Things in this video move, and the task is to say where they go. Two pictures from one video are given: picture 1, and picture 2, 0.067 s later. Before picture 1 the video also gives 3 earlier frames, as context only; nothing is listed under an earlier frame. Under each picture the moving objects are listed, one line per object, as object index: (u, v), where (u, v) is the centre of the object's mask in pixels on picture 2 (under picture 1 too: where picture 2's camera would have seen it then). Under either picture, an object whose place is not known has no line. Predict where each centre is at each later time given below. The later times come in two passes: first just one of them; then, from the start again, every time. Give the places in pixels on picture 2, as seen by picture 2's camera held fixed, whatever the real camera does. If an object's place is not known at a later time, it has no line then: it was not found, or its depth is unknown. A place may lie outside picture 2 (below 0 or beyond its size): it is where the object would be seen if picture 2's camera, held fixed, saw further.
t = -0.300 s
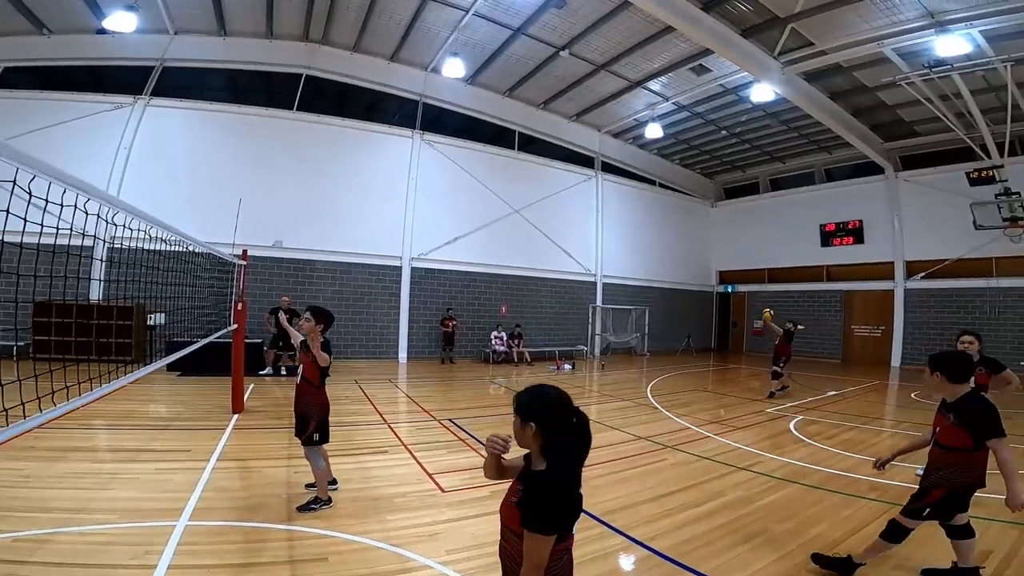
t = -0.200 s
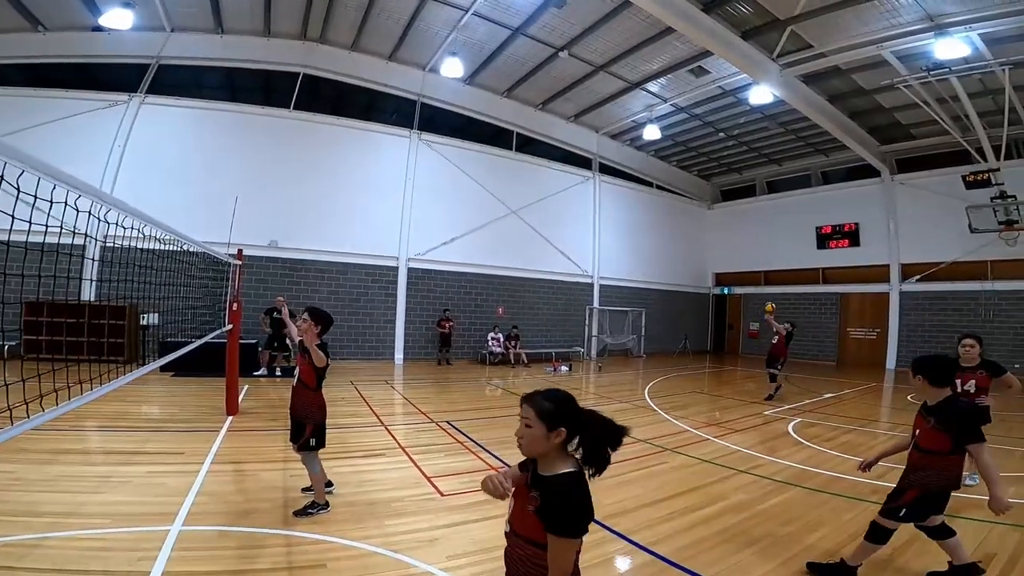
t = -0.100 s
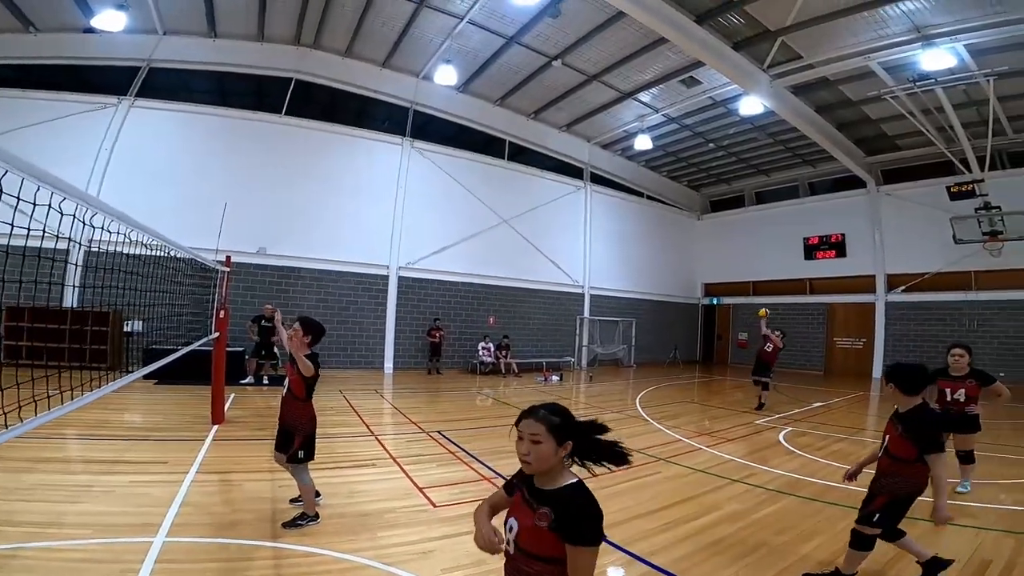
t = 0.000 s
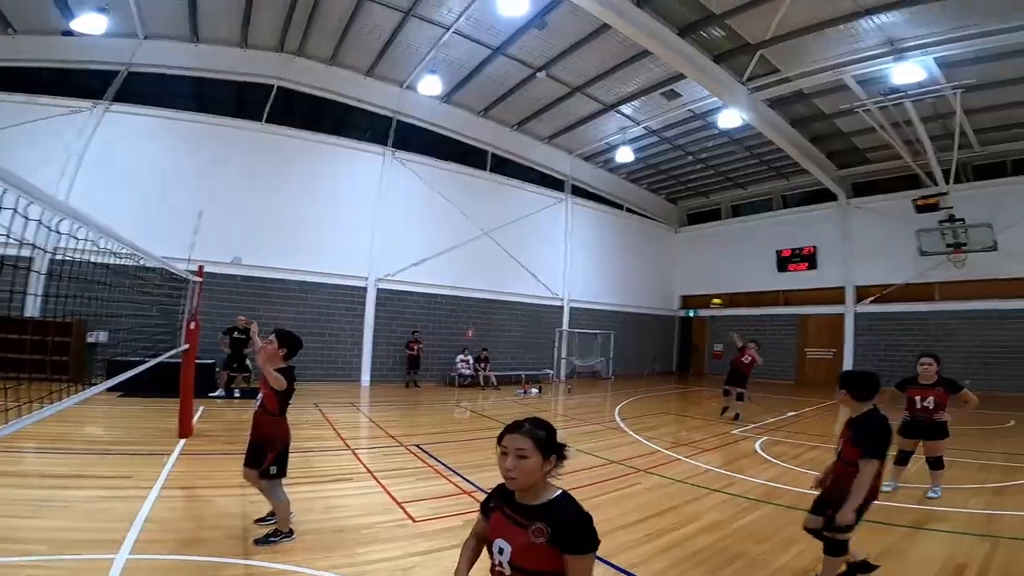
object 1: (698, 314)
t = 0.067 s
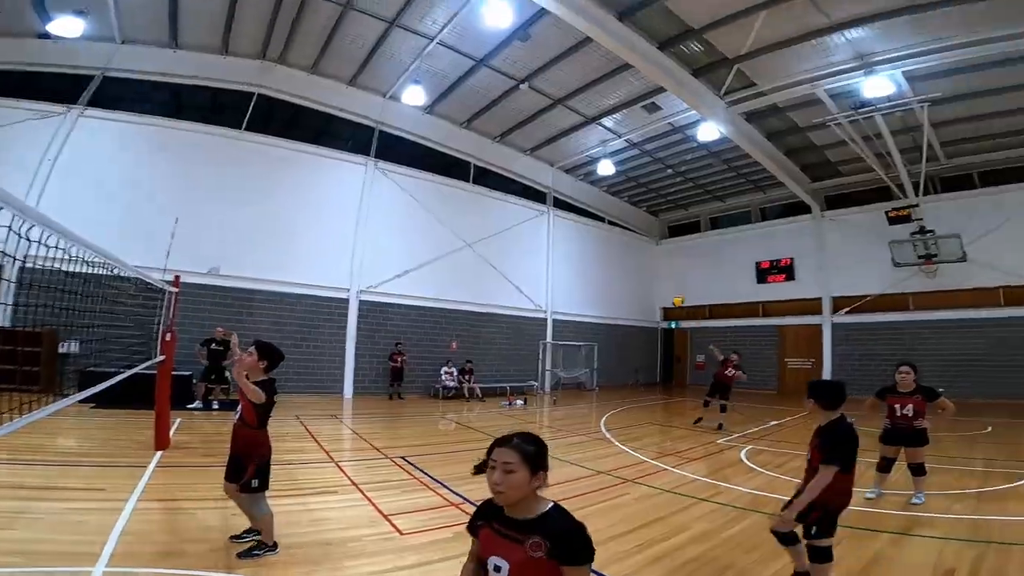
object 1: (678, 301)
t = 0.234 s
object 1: (613, 263)
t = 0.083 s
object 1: (672, 298)
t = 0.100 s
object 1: (667, 293)
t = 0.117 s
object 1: (662, 289)
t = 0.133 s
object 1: (655, 286)
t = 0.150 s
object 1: (650, 281)
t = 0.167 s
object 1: (642, 278)
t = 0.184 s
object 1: (636, 274)
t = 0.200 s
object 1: (629, 270)
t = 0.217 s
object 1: (621, 267)
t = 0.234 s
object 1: (613, 263)
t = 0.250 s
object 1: (604, 258)
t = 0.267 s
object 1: (594, 255)
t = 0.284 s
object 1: (584, 250)
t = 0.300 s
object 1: (573, 245)
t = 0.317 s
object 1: (561, 241)
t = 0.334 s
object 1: (549, 236)
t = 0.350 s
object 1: (535, 229)
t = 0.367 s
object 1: (519, 225)
